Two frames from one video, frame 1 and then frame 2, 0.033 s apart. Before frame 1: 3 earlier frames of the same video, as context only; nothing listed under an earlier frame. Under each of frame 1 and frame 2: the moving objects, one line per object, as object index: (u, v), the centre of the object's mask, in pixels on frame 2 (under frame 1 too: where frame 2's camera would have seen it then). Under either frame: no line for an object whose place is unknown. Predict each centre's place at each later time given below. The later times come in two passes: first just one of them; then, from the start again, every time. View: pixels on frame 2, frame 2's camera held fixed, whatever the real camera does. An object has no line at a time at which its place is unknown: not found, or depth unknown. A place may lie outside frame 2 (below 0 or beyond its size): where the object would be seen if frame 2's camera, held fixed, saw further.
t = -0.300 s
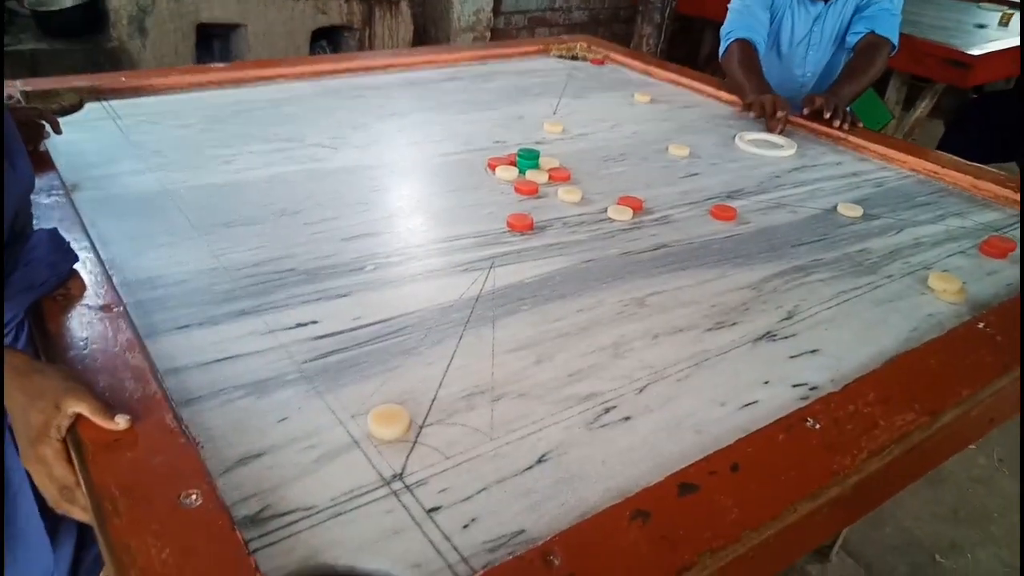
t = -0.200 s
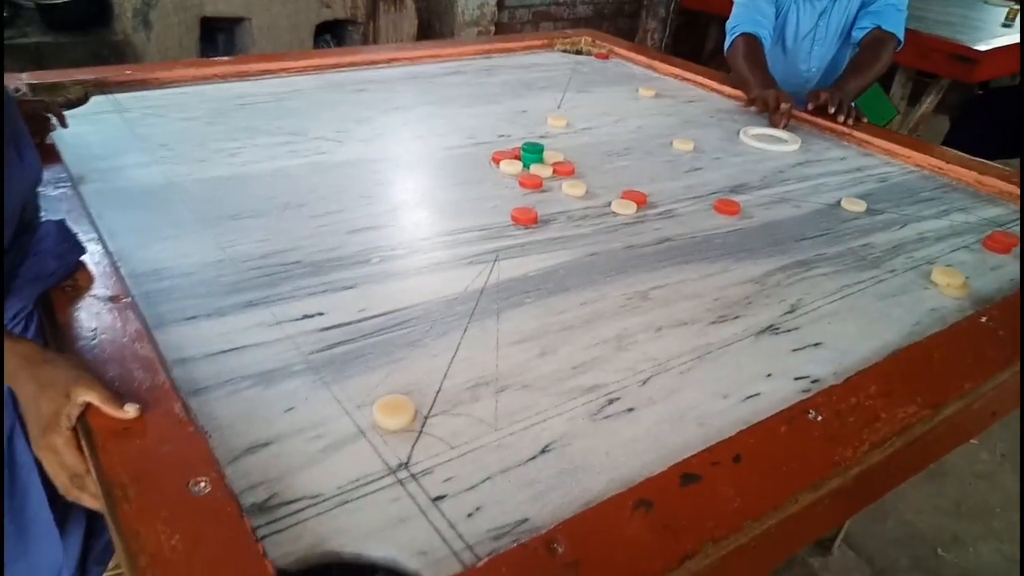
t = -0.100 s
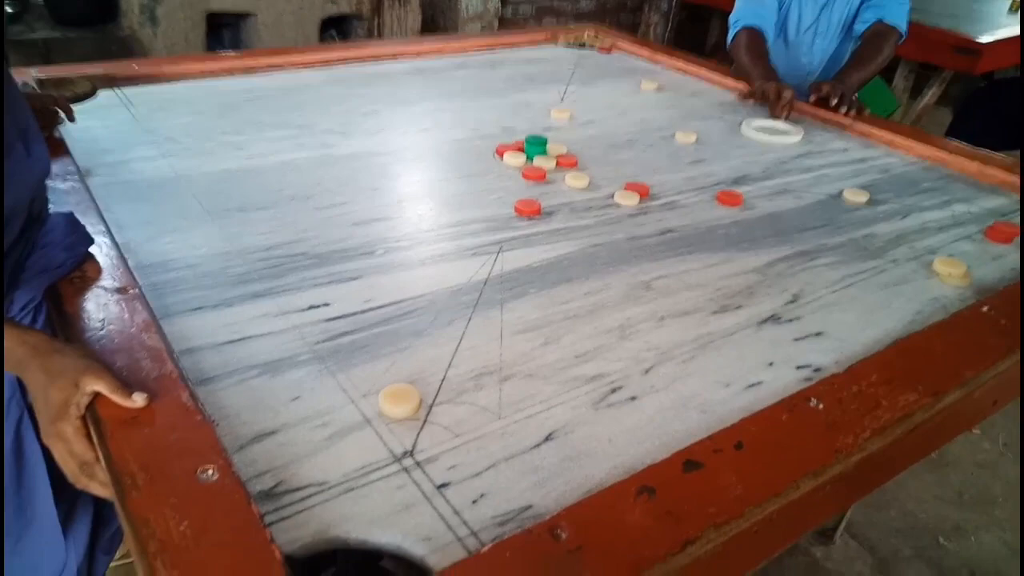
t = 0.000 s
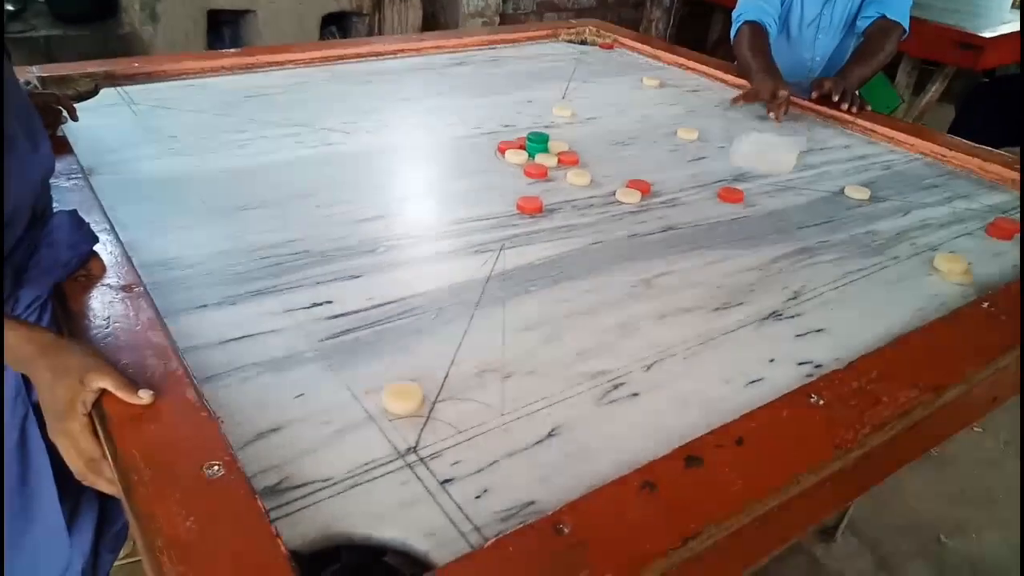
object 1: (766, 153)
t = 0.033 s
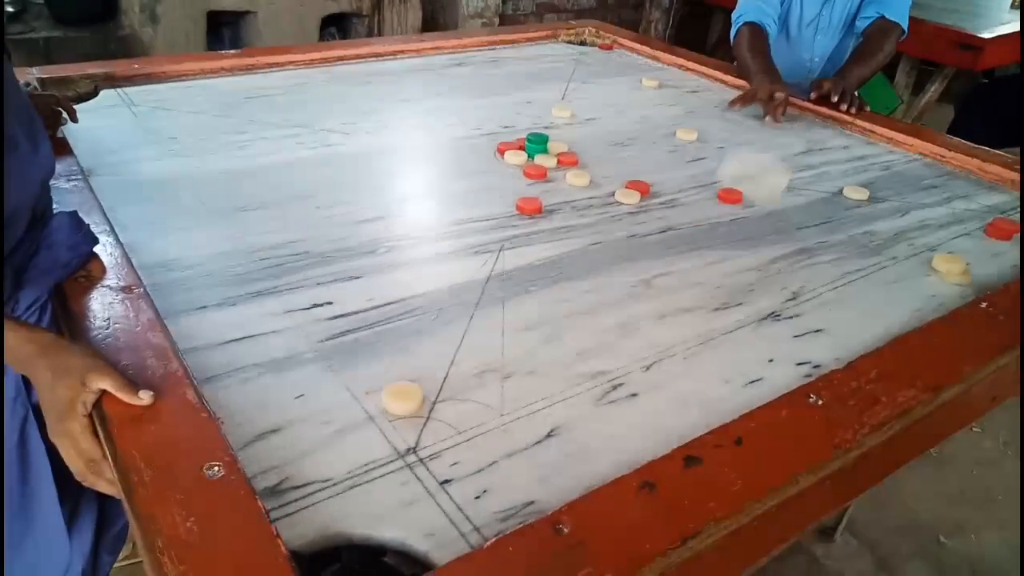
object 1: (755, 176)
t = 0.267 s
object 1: (708, 369)
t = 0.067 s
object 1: (748, 196)
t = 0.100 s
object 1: (741, 217)
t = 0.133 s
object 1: (736, 240)
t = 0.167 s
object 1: (730, 267)
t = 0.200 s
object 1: (722, 295)
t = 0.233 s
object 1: (716, 332)
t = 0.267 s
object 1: (708, 369)
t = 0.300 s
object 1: (681, 394)
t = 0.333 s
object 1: (626, 388)
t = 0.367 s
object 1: (565, 381)
